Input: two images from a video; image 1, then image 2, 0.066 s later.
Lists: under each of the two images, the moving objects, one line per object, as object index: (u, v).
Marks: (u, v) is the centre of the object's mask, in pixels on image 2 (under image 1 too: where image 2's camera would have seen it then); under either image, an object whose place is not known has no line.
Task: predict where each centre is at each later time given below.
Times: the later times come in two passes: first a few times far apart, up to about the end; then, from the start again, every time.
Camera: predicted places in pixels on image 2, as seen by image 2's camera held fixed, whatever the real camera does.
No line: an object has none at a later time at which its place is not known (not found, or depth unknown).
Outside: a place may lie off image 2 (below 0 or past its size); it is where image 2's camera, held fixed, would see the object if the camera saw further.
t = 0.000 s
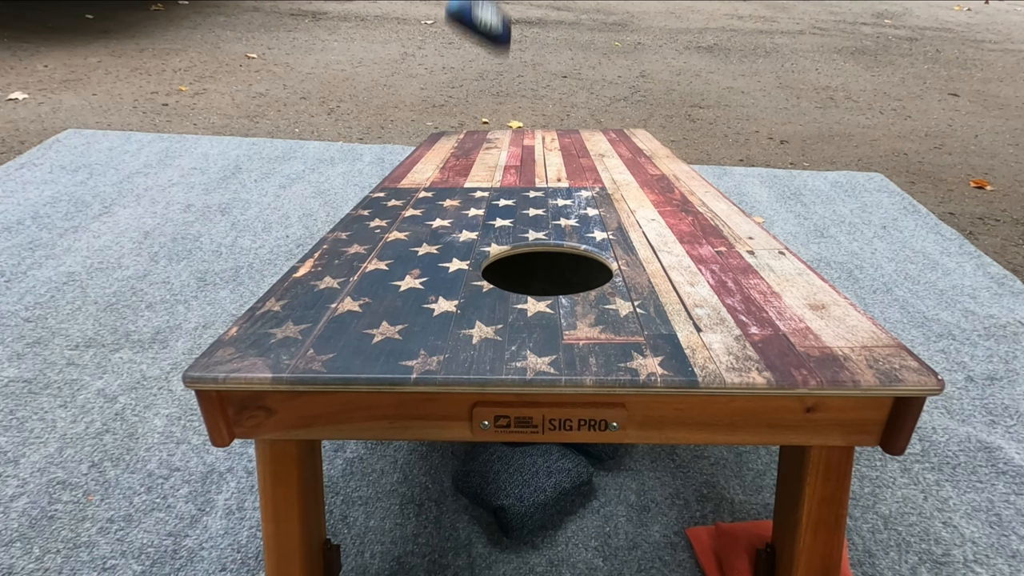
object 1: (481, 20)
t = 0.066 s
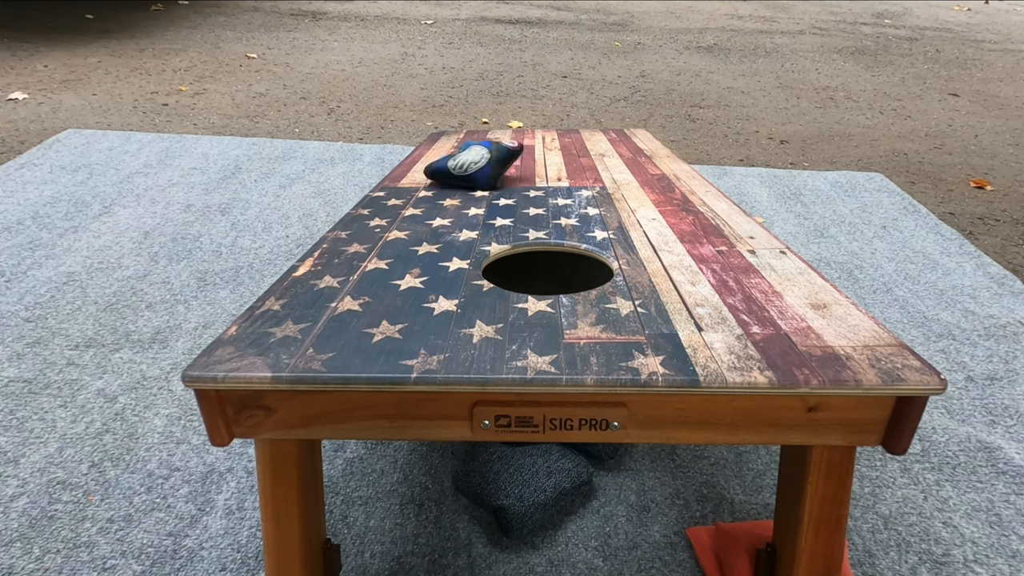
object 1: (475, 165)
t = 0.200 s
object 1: (436, 224)
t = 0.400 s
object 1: (342, 354)
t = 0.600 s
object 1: (308, 531)
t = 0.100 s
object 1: (467, 171)
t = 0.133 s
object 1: (458, 182)
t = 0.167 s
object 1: (447, 202)
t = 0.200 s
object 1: (436, 224)
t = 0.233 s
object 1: (421, 247)
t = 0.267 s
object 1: (406, 269)
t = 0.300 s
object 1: (391, 291)
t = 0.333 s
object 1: (372, 313)
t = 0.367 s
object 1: (357, 332)
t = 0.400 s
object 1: (342, 354)
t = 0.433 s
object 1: (332, 379)
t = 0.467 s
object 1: (325, 406)
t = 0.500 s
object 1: (321, 435)
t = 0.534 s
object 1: (320, 465)
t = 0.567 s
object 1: (317, 502)
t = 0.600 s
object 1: (308, 531)
